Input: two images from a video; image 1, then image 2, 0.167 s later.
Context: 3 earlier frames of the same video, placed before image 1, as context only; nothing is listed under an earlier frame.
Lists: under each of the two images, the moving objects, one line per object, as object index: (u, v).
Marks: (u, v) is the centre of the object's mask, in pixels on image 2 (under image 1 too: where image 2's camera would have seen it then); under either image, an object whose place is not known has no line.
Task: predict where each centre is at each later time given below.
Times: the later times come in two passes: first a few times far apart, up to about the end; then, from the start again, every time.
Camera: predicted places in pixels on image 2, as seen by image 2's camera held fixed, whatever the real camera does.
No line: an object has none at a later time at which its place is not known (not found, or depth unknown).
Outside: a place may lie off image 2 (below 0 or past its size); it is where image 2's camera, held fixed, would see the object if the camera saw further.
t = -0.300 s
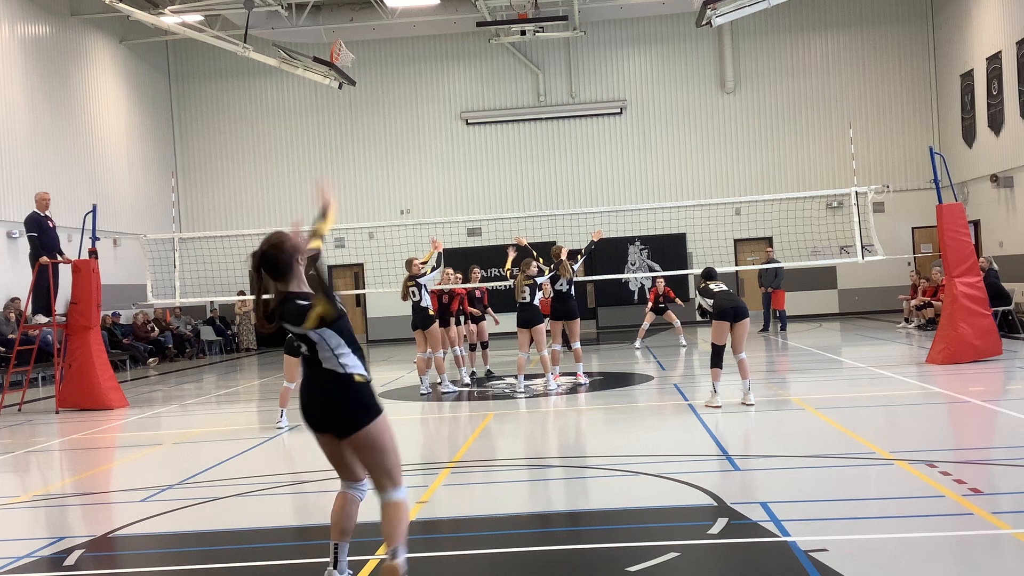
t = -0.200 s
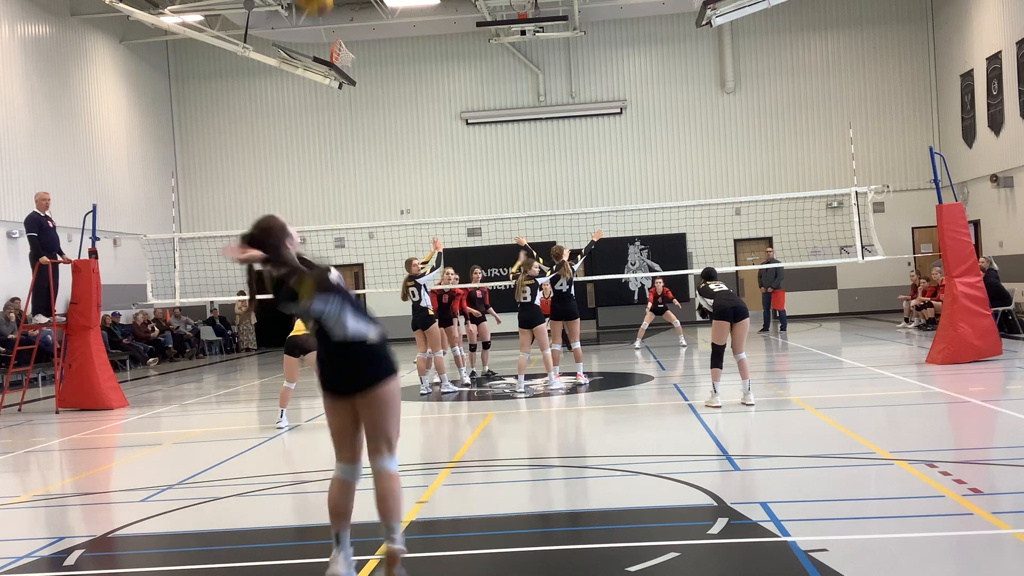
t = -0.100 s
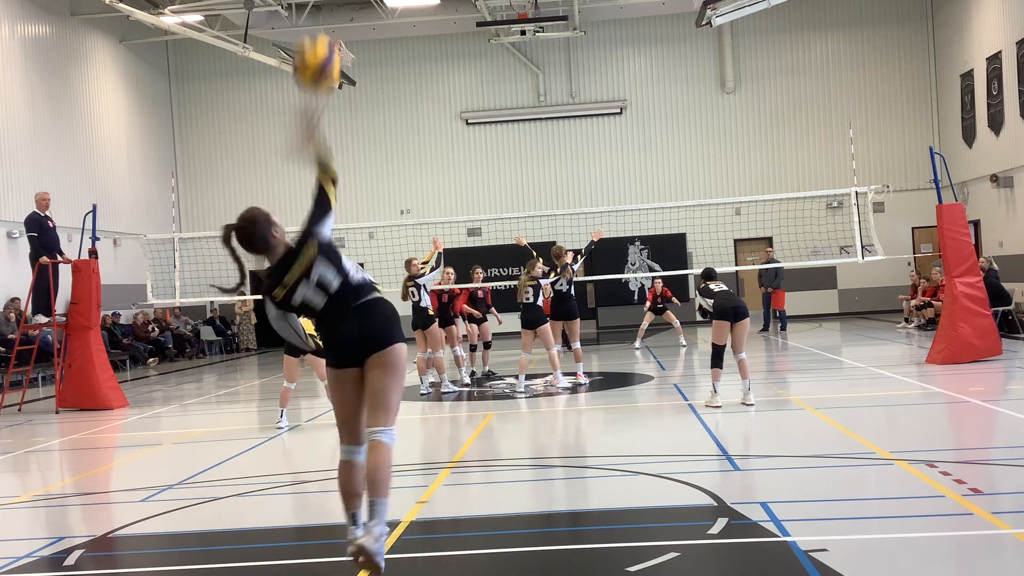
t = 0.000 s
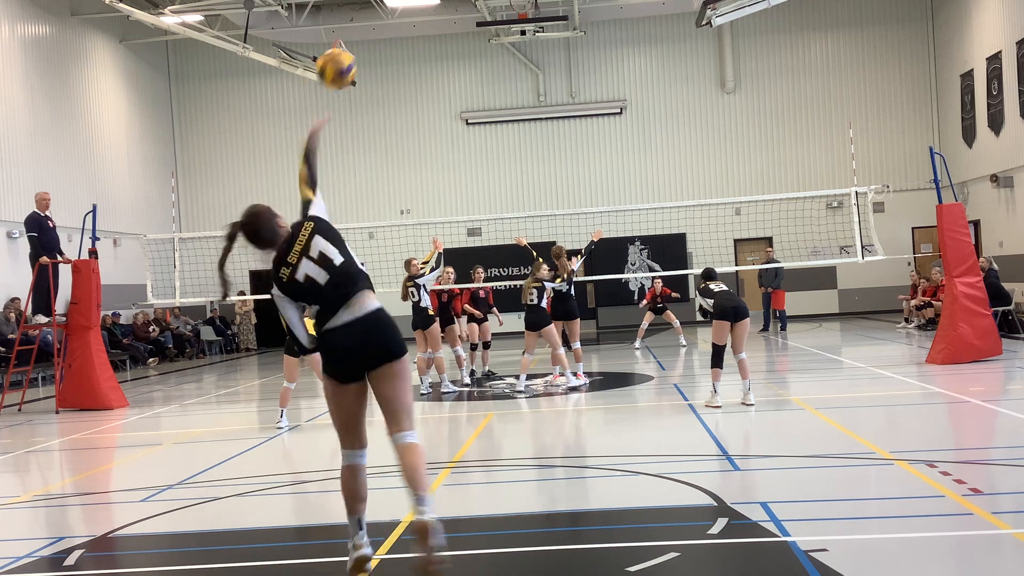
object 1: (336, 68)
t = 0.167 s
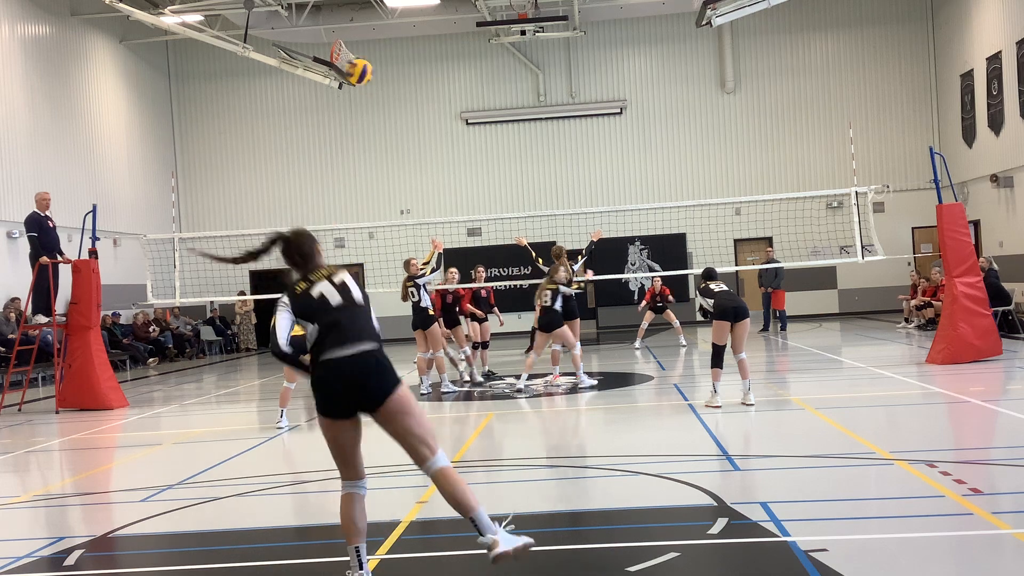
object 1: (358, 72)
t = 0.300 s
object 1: (373, 94)
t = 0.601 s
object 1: (397, 172)
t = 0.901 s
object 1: (406, 258)
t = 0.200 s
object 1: (362, 75)
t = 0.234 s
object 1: (366, 80)
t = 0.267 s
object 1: (369, 87)
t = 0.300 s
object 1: (373, 94)
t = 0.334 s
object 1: (376, 100)
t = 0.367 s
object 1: (380, 109)
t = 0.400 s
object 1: (384, 117)
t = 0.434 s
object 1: (387, 127)
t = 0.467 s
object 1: (390, 135)
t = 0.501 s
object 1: (392, 144)
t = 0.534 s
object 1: (393, 153)
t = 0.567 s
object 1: (396, 162)
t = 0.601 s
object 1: (397, 172)
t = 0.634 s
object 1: (398, 182)
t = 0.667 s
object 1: (400, 192)
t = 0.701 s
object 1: (401, 203)
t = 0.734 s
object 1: (402, 212)
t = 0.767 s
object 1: (402, 220)
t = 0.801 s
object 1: (404, 232)
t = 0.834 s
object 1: (404, 243)
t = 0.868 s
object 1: (405, 252)
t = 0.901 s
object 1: (406, 258)
